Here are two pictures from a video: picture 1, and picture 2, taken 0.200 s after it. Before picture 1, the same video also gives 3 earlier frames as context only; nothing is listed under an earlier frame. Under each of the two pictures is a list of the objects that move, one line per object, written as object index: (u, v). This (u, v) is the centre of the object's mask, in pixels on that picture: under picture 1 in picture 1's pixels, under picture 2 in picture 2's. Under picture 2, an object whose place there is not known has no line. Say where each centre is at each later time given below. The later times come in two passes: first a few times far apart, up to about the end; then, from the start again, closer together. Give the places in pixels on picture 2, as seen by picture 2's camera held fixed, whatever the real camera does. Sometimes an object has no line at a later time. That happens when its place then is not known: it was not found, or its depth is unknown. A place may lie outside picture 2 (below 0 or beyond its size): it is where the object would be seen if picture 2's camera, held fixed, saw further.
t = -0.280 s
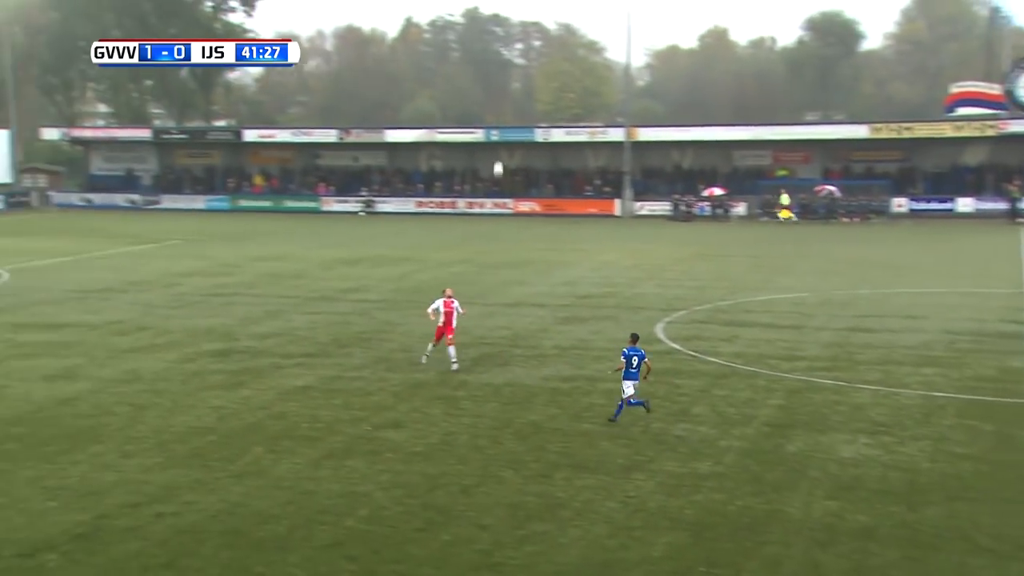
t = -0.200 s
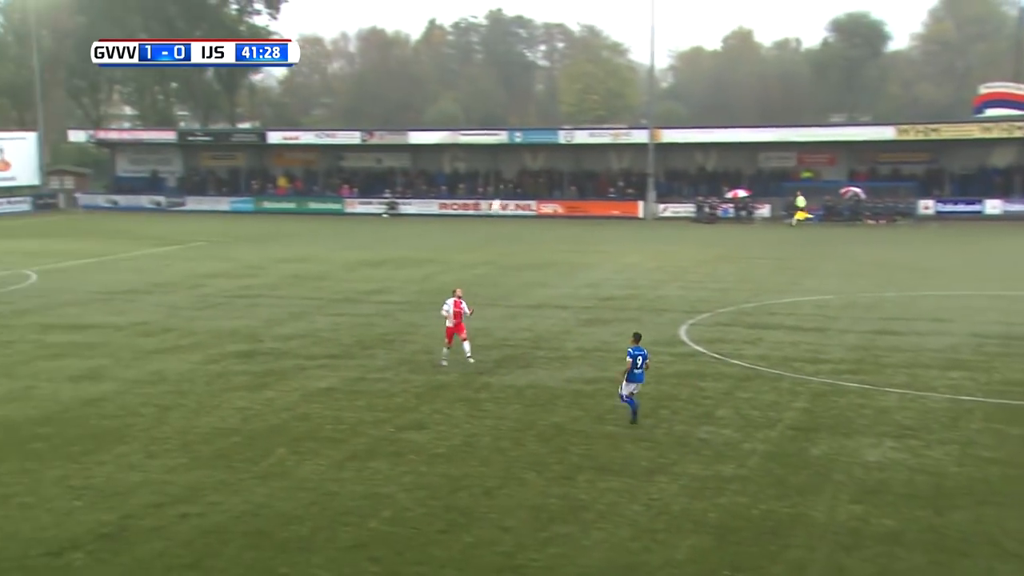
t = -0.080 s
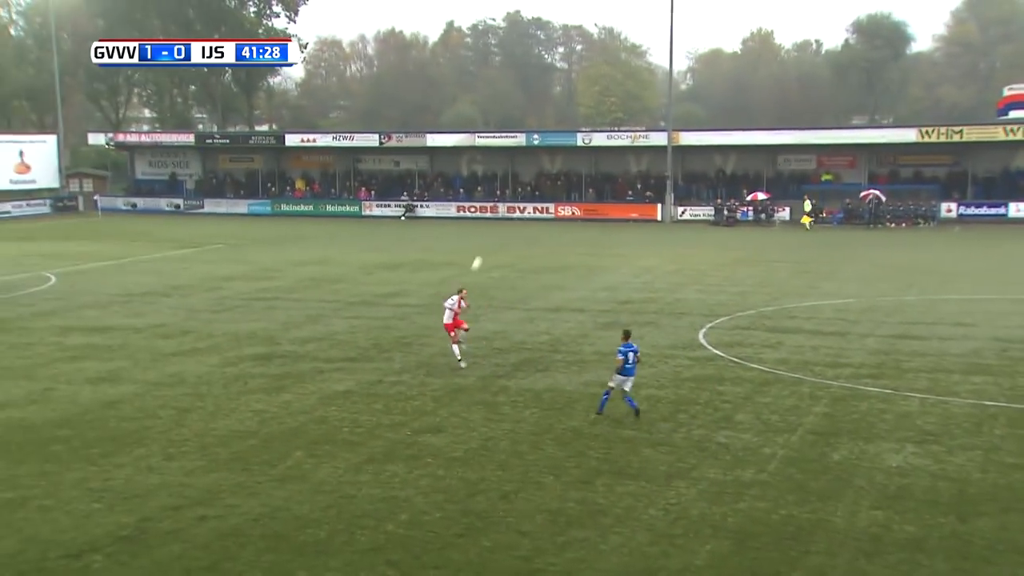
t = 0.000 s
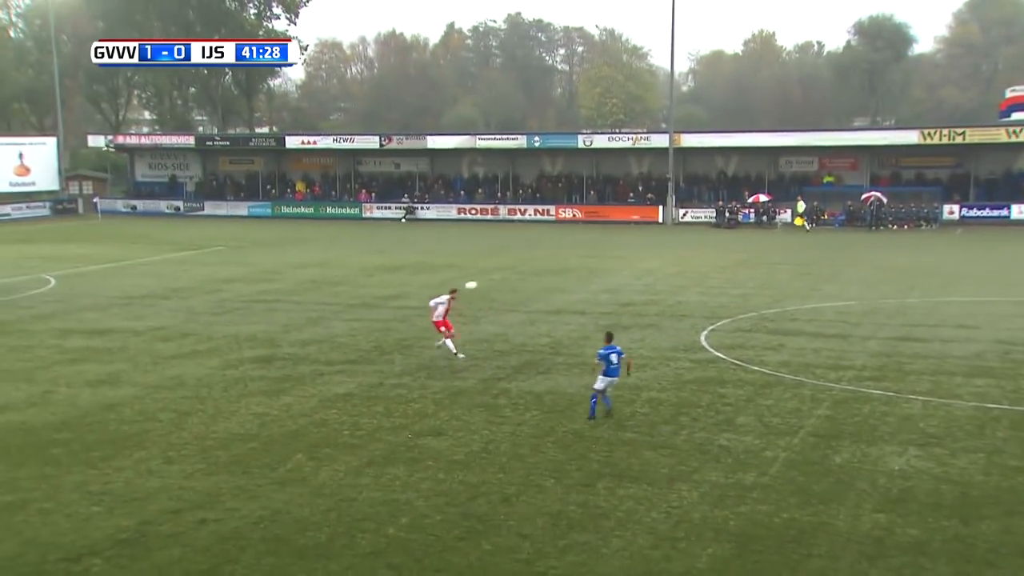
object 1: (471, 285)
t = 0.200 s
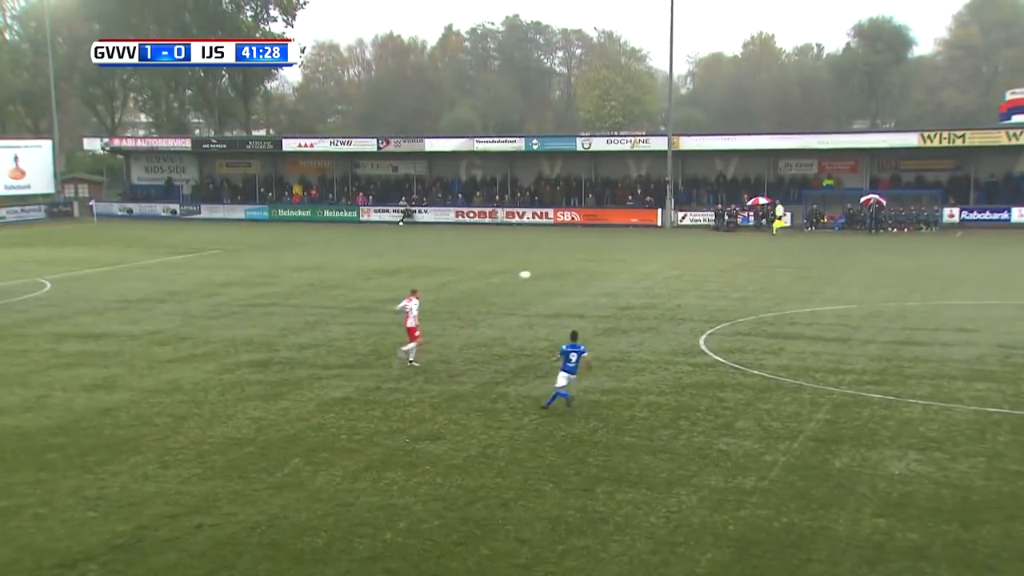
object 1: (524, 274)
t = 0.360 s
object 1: (567, 276)
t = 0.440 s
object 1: (586, 282)
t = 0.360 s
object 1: (567, 276)
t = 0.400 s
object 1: (576, 279)
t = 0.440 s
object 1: (586, 282)
